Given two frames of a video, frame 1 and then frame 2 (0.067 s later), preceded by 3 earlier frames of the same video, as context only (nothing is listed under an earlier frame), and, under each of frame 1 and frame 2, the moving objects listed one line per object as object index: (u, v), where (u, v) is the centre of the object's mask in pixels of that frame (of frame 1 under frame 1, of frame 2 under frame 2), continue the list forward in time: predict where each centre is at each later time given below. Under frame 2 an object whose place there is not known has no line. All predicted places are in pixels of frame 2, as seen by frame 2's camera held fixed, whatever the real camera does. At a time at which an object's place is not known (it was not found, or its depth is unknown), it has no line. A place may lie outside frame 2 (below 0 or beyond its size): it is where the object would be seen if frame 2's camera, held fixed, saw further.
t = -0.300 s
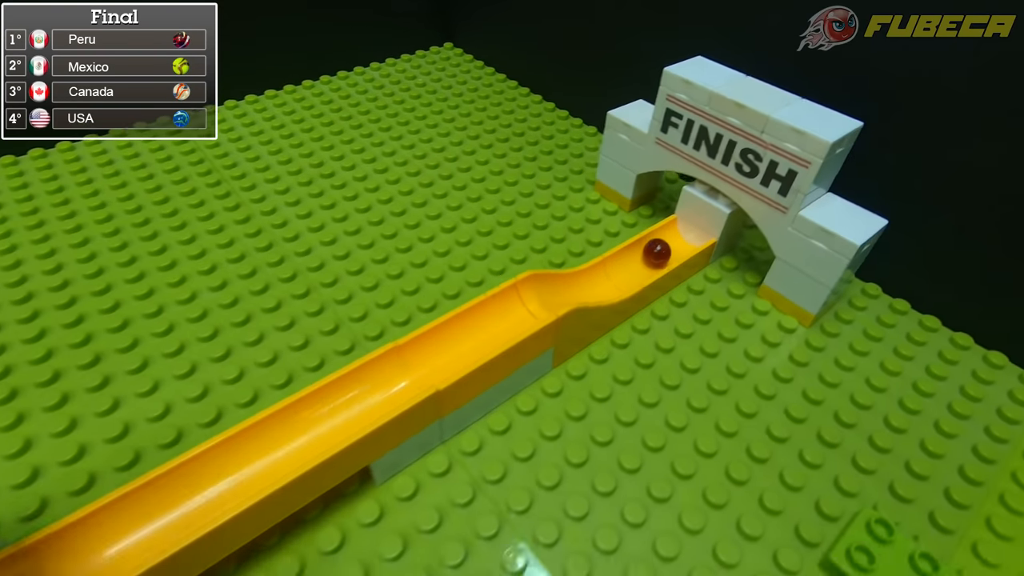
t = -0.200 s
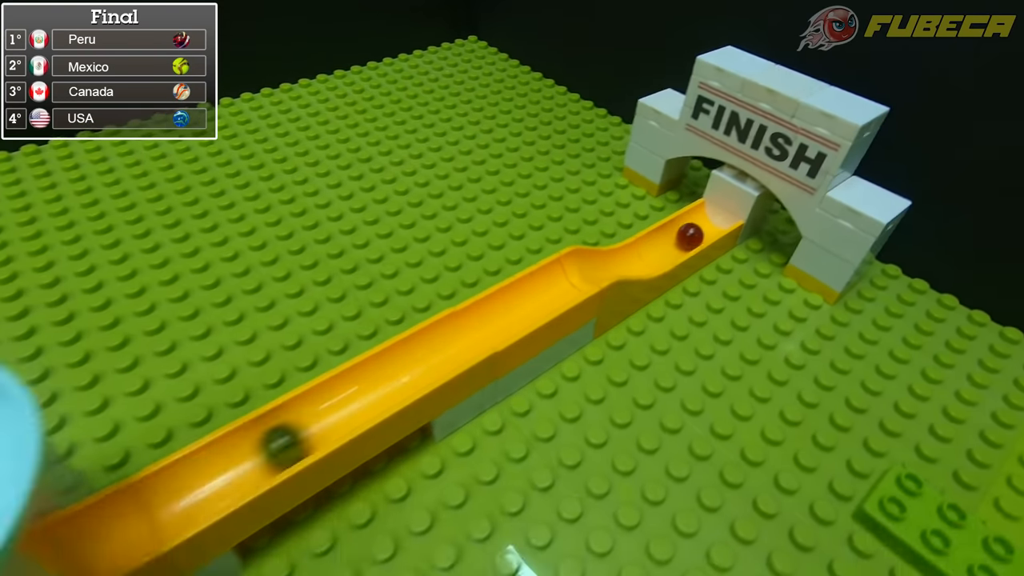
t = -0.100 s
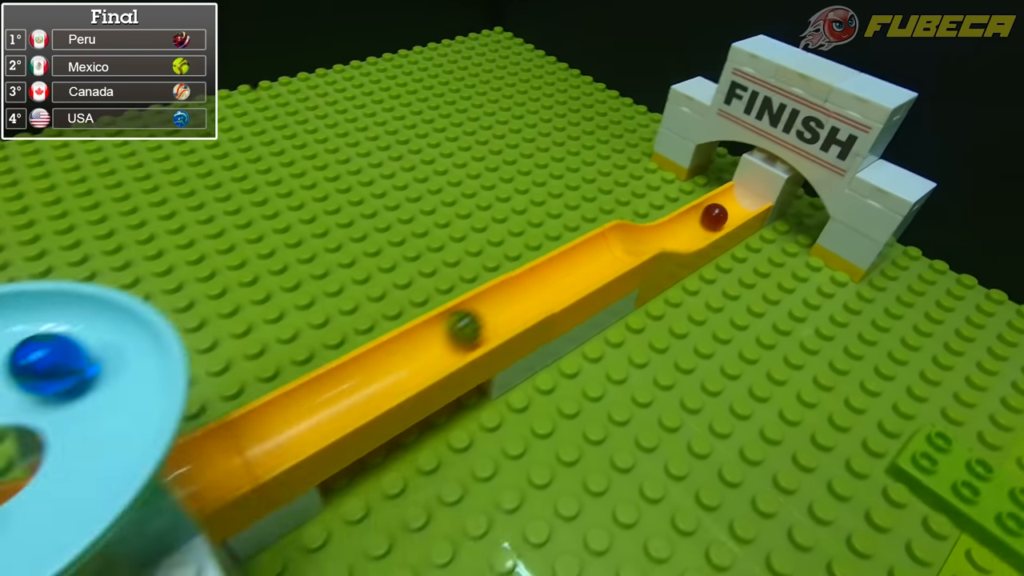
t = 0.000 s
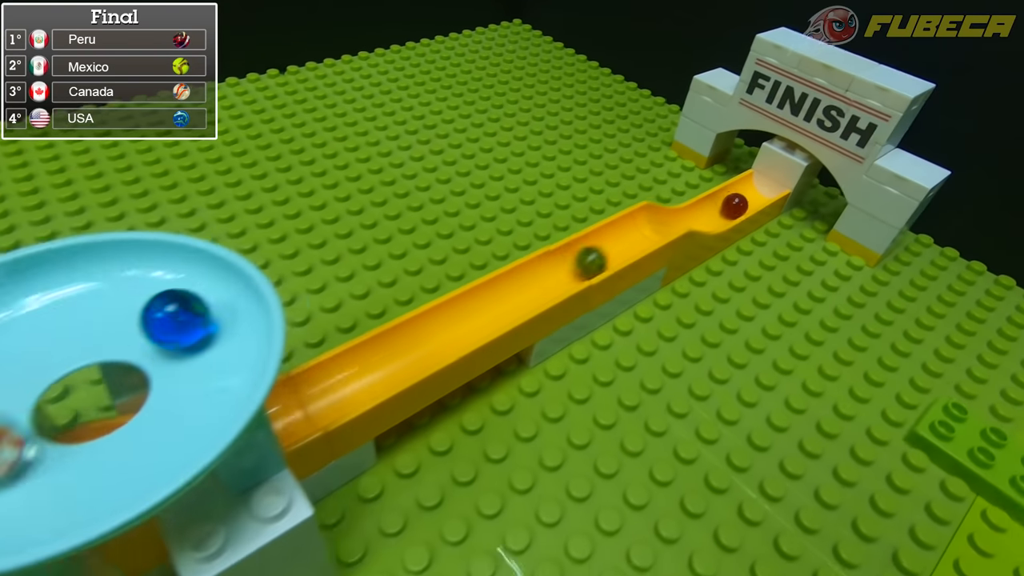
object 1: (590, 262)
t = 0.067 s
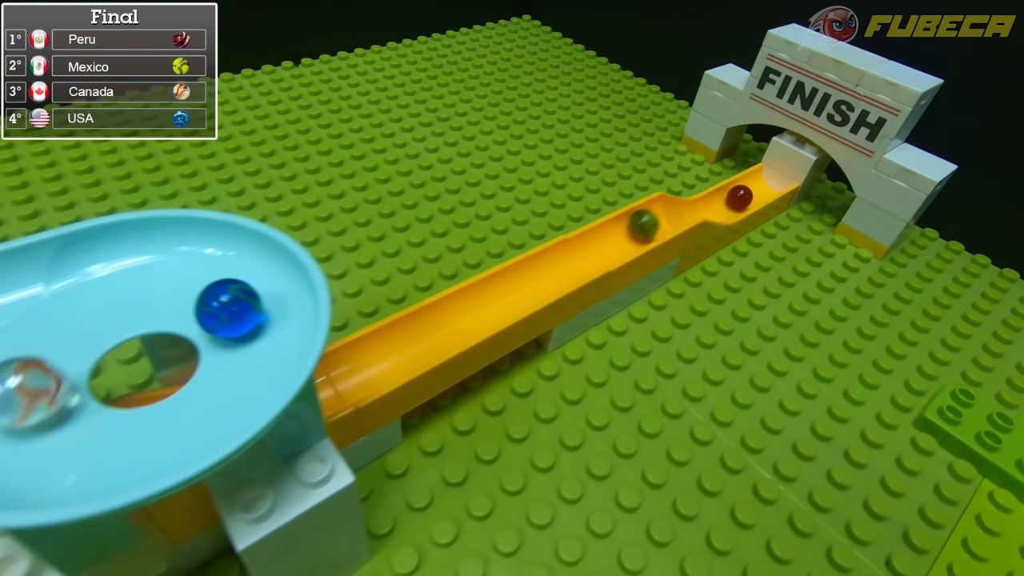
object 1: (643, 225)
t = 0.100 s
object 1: (664, 218)
